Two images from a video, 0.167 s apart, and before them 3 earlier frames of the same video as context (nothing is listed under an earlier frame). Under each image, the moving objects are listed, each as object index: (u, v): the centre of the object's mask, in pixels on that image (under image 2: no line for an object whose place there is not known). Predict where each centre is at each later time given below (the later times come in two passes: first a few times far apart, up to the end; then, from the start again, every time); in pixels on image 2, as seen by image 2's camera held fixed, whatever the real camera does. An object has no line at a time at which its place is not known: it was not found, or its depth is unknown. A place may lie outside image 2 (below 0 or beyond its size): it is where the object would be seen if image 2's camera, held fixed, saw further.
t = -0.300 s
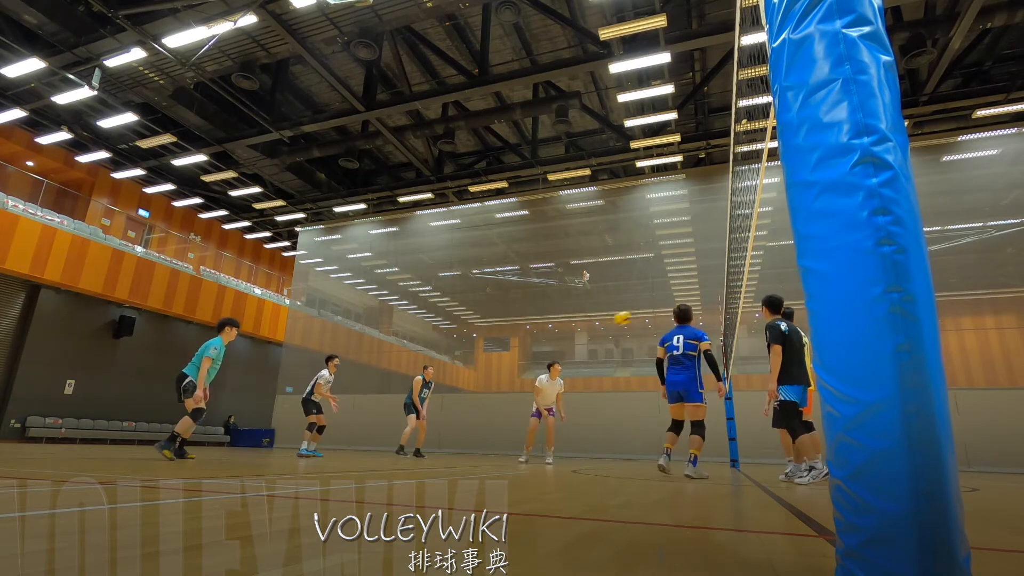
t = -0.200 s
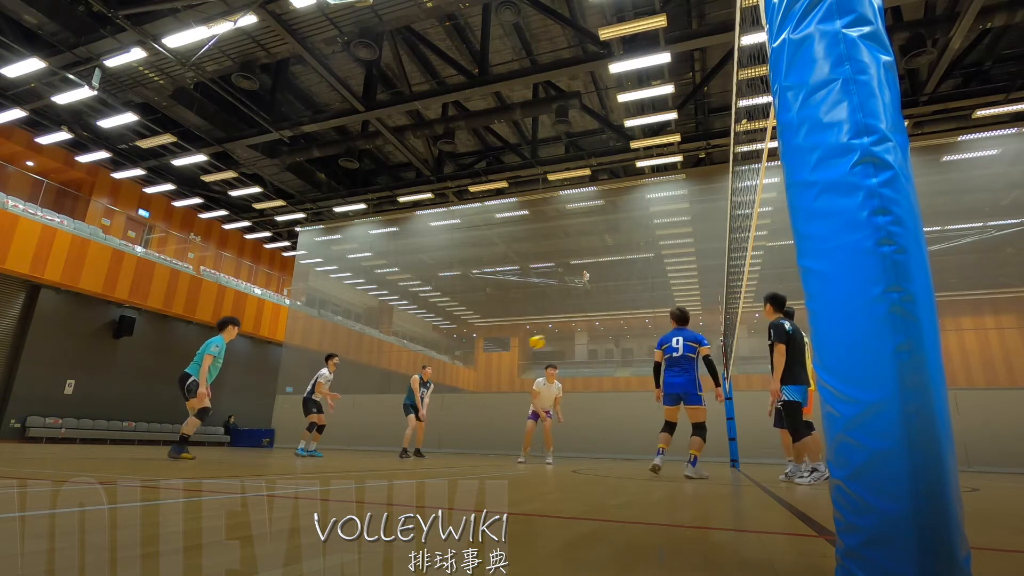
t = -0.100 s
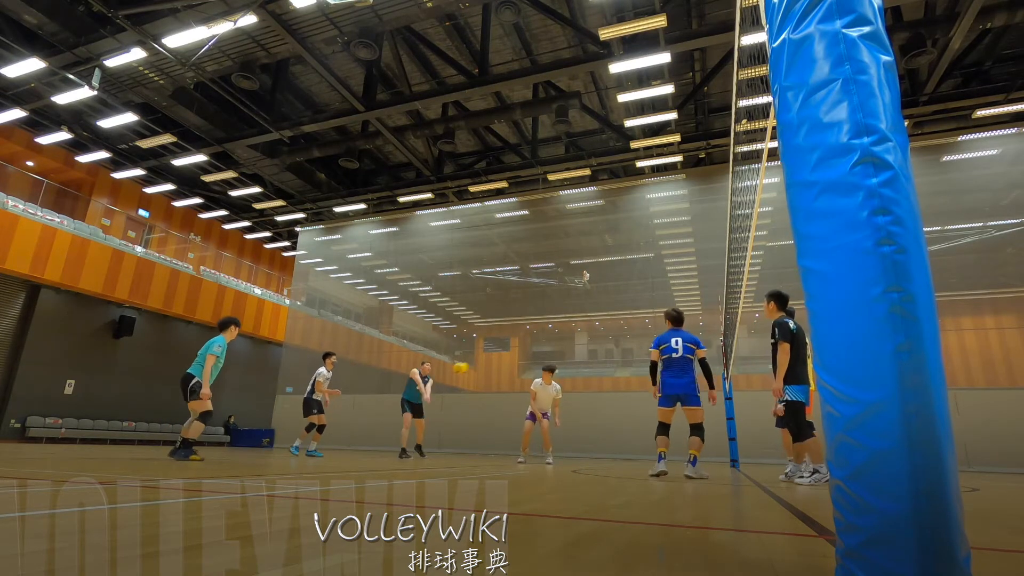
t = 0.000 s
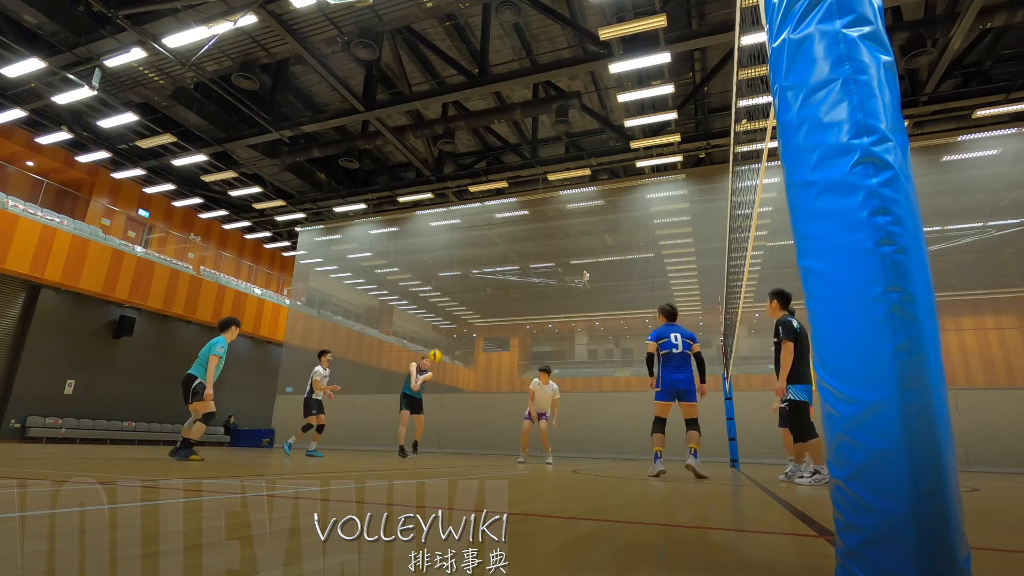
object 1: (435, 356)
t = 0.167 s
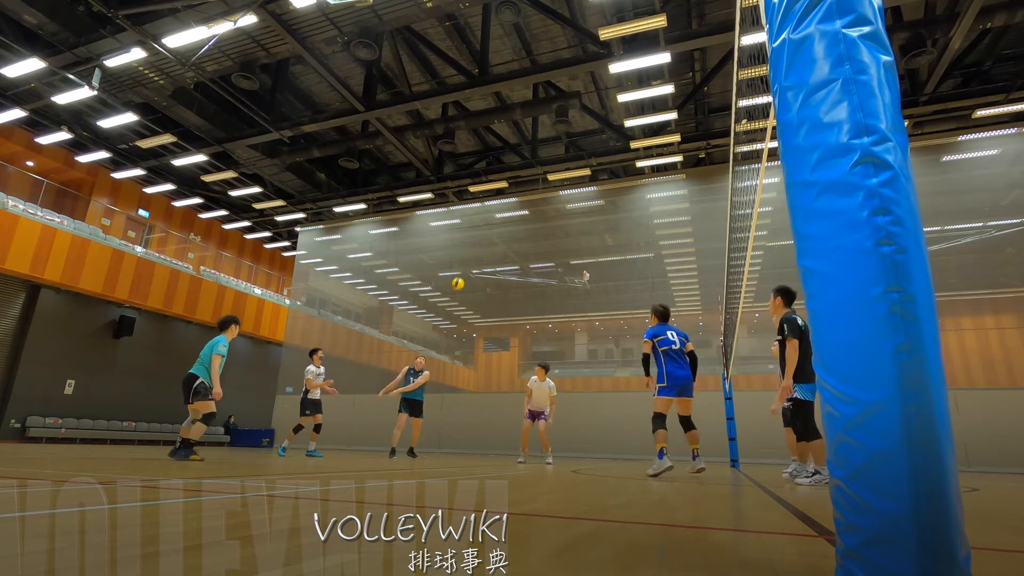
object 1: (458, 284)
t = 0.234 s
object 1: (467, 260)
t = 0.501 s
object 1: (501, 187)
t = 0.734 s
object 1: (530, 152)
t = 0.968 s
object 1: (561, 143)
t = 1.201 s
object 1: (596, 163)
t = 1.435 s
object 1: (636, 218)
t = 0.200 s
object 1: (463, 272)
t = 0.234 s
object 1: (467, 260)
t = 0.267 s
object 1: (471, 249)
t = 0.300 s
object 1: (476, 238)
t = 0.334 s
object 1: (480, 228)
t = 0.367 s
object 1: (484, 219)
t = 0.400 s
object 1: (489, 210)
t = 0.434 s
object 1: (492, 202)
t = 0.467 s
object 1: (497, 194)
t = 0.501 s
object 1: (501, 187)
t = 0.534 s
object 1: (505, 181)
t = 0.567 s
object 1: (509, 175)
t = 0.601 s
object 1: (513, 169)
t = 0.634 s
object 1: (518, 164)
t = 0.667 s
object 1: (522, 160)
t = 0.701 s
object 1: (526, 155)
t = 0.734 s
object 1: (530, 152)
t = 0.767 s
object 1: (535, 149)
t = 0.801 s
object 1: (539, 147)
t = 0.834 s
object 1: (543, 145)
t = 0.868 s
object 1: (548, 144)
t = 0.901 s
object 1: (552, 143)
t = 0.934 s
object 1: (557, 143)
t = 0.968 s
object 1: (561, 143)
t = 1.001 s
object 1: (566, 144)
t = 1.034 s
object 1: (571, 146)
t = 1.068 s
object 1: (575, 148)
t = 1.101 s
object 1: (580, 151)
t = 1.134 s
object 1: (585, 154)
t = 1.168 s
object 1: (590, 159)
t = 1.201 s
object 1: (596, 163)
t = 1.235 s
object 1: (601, 169)
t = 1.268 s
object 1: (606, 175)
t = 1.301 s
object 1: (612, 181)
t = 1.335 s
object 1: (618, 189)
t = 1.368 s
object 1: (623, 198)
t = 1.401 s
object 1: (630, 207)
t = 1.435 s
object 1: (636, 218)
